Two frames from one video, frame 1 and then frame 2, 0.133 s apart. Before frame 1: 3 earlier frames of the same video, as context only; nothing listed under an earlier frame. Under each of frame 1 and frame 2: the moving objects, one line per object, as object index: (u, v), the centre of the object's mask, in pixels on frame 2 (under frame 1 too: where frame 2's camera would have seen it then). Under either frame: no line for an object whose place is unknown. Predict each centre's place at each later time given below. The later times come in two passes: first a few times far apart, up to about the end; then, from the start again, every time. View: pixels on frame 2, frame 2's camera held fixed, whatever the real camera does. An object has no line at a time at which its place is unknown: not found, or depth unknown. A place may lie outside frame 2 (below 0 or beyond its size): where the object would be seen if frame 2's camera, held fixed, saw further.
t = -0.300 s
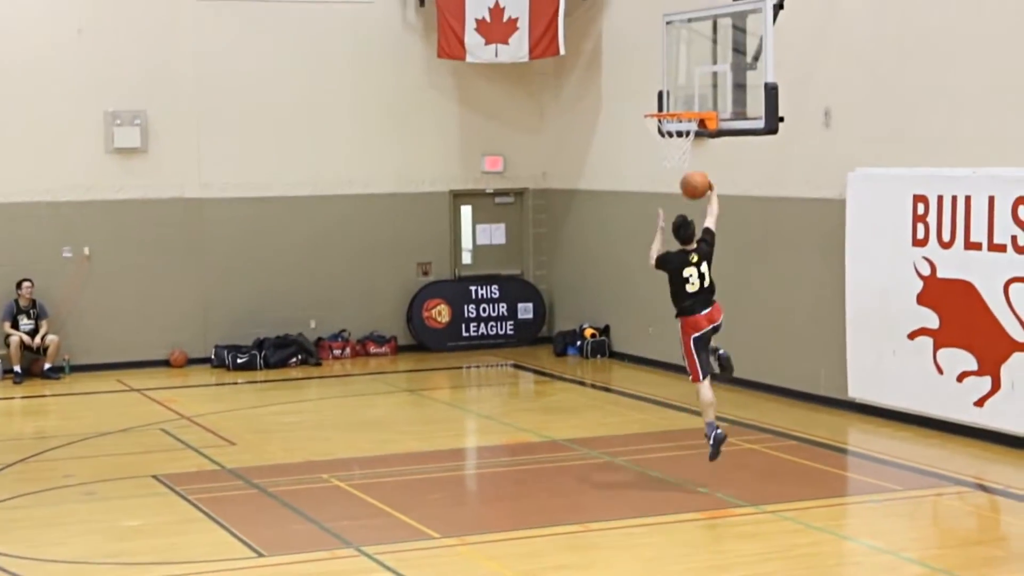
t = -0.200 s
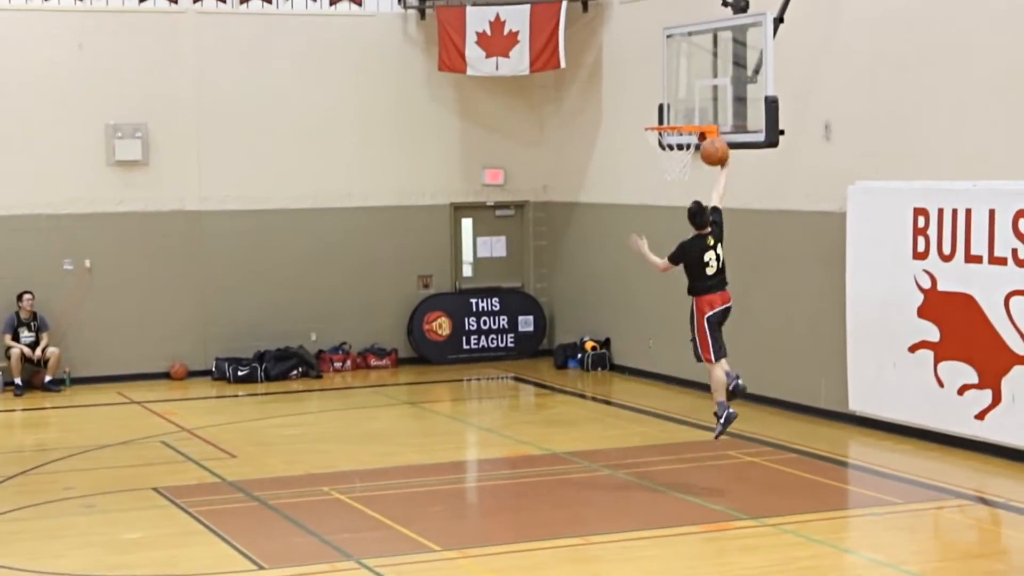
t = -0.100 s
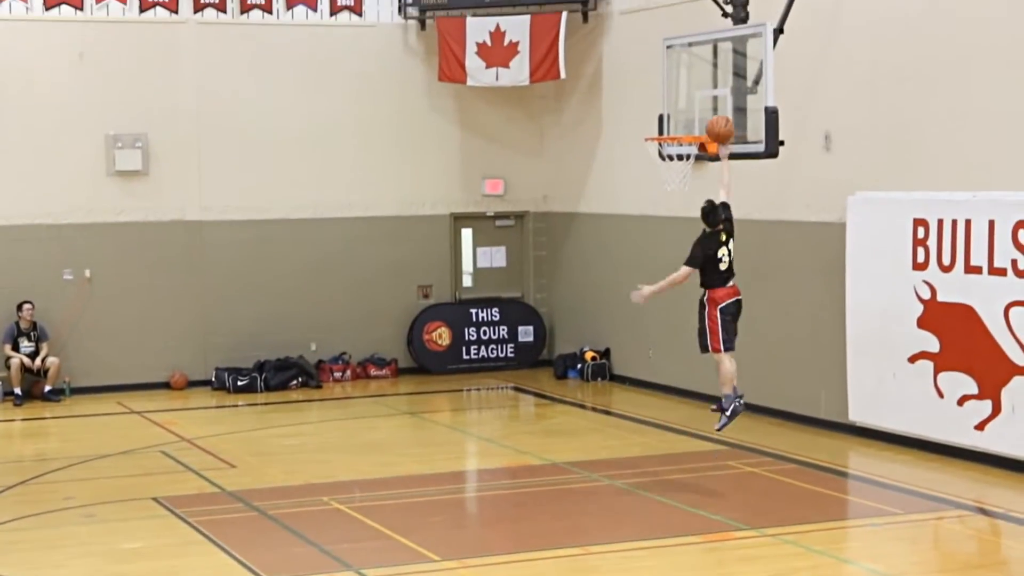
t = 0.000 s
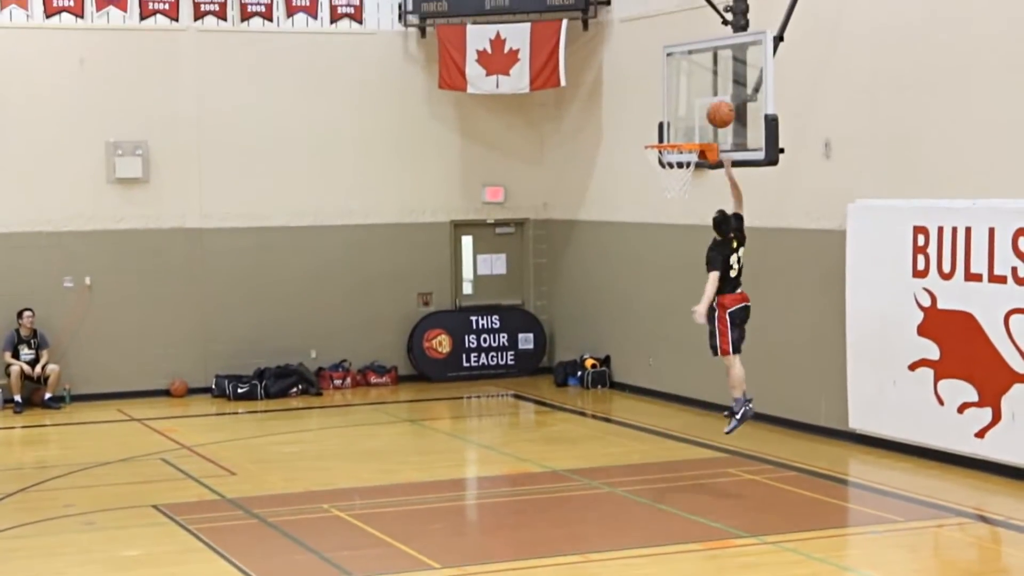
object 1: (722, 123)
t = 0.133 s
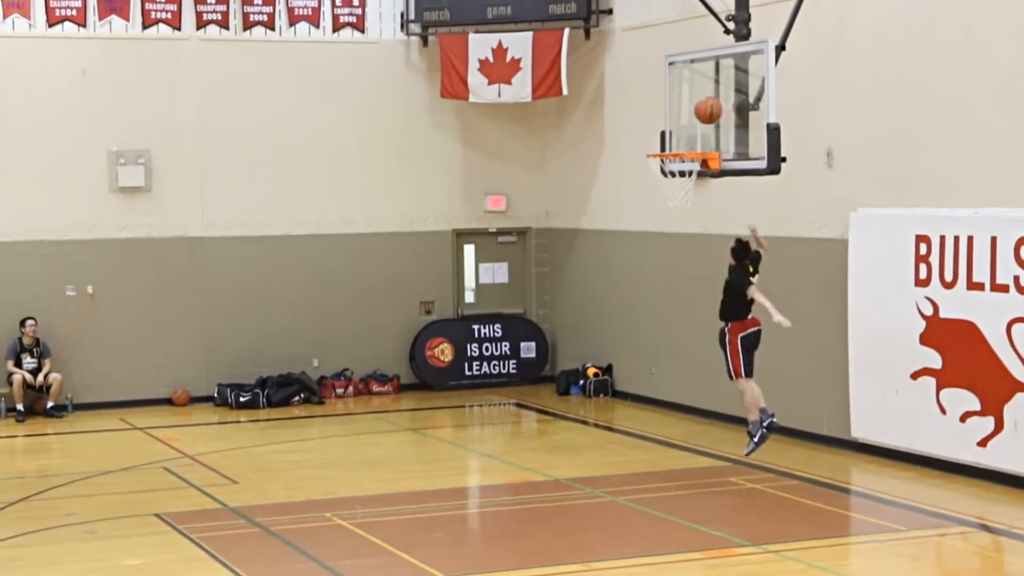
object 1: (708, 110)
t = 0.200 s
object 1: (701, 112)
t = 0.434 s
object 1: (673, 156)
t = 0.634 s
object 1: (658, 220)
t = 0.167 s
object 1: (705, 110)
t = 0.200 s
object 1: (701, 112)
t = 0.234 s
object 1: (696, 114)
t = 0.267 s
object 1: (692, 118)
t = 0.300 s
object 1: (688, 123)
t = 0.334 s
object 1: (684, 130)
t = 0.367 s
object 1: (681, 137)
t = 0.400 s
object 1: (676, 143)
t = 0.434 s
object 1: (673, 156)
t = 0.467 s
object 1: (669, 168)
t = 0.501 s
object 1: (665, 179)
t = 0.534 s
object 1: (662, 189)
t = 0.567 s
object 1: (661, 201)
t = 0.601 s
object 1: (659, 208)
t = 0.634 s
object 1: (658, 220)
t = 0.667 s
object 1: (657, 233)
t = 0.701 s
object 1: (655, 248)
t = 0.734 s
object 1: (654, 263)
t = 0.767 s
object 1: (652, 280)
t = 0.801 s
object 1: (652, 296)
